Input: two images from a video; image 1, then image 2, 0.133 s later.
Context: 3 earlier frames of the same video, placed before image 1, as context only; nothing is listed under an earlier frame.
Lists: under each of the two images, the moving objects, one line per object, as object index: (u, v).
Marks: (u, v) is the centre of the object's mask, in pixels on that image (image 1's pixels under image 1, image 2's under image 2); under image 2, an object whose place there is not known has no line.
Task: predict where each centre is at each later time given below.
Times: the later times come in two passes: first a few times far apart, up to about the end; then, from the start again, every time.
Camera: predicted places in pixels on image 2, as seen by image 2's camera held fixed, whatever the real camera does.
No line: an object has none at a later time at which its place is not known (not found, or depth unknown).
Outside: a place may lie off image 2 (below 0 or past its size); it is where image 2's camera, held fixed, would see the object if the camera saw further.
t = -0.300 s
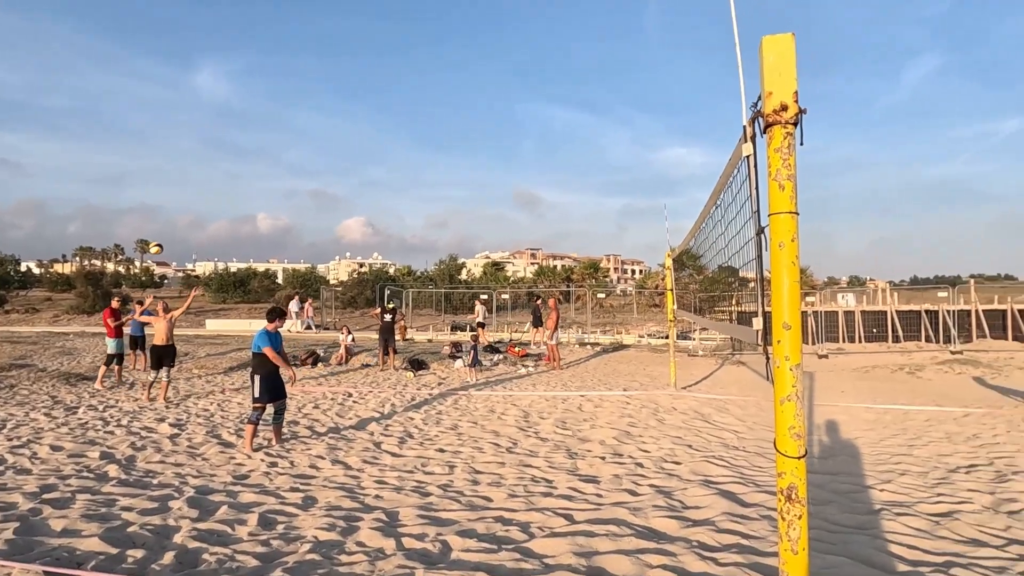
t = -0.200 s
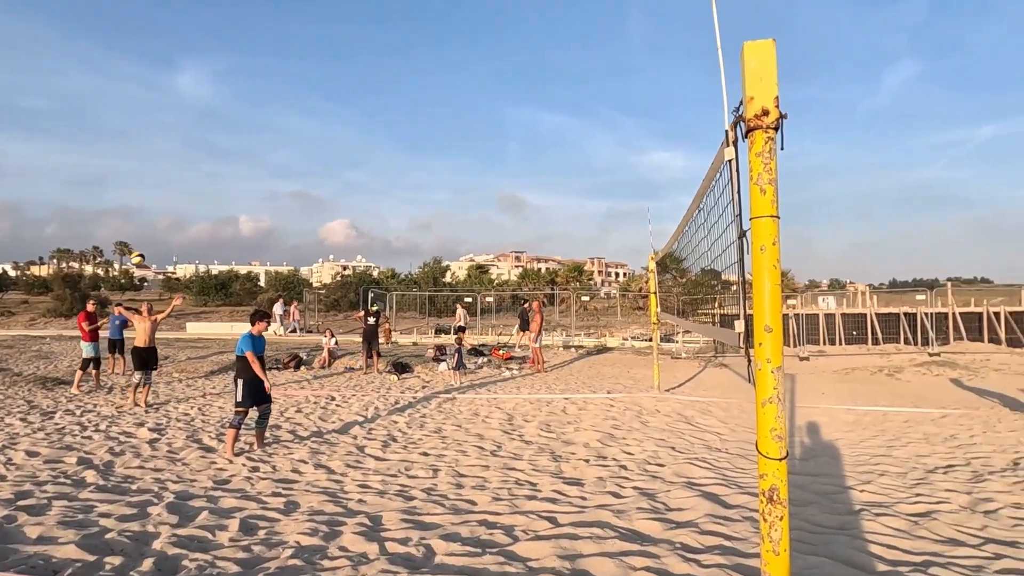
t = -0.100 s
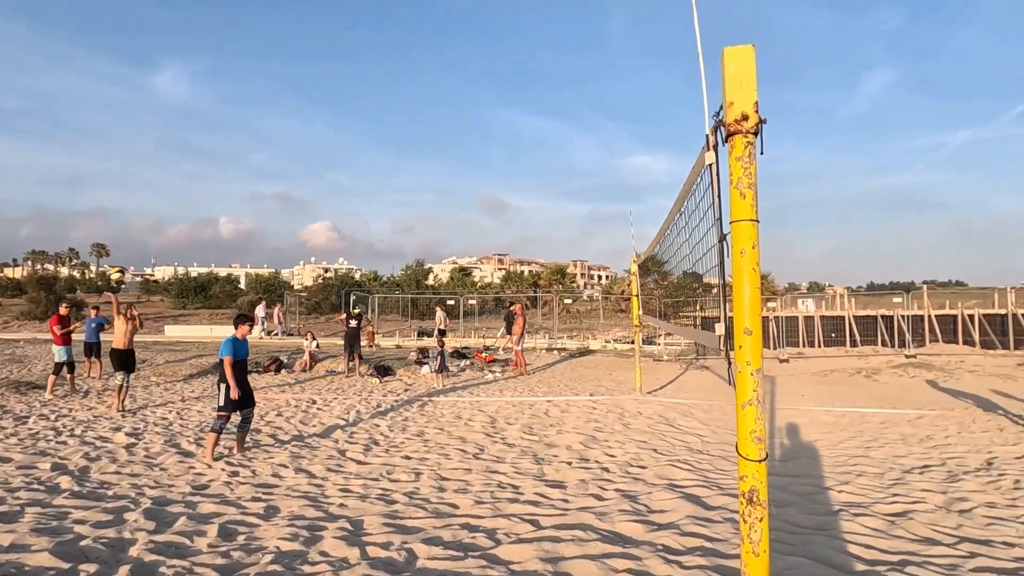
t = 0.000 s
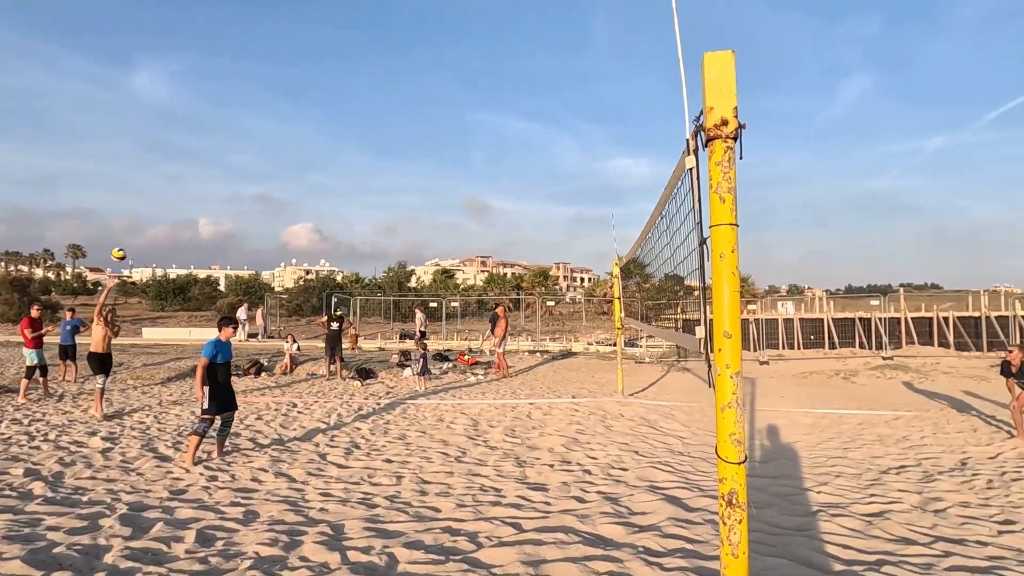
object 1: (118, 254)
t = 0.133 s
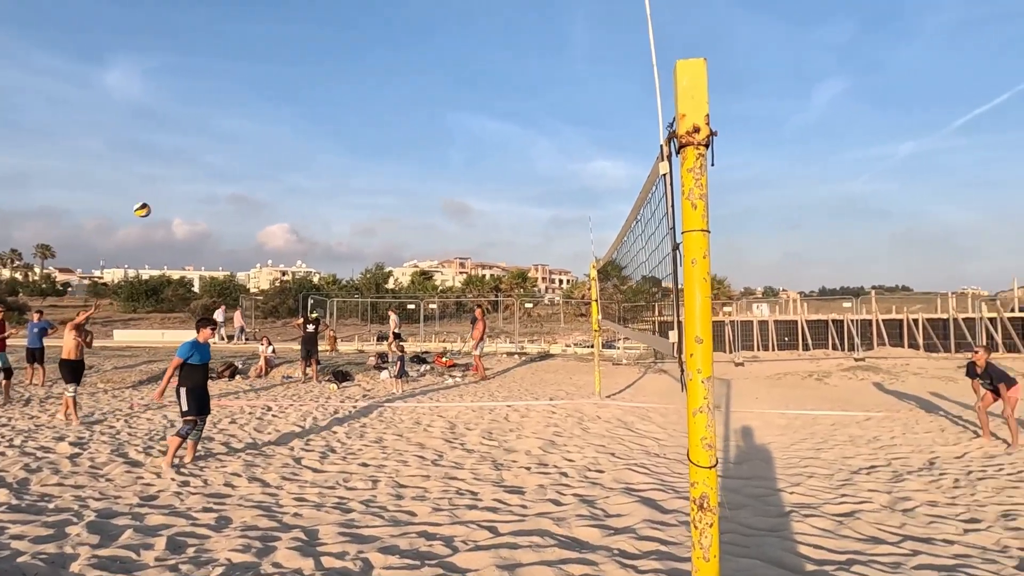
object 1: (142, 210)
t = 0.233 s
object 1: (185, 181)
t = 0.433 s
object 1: (287, 143)
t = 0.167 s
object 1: (156, 200)
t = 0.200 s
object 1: (170, 190)
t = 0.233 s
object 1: (185, 181)
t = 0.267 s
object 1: (201, 173)
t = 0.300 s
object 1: (217, 165)
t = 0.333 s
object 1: (234, 158)
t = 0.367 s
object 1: (251, 152)
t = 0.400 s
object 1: (269, 147)
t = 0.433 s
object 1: (287, 143)
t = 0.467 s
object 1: (307, 139)
